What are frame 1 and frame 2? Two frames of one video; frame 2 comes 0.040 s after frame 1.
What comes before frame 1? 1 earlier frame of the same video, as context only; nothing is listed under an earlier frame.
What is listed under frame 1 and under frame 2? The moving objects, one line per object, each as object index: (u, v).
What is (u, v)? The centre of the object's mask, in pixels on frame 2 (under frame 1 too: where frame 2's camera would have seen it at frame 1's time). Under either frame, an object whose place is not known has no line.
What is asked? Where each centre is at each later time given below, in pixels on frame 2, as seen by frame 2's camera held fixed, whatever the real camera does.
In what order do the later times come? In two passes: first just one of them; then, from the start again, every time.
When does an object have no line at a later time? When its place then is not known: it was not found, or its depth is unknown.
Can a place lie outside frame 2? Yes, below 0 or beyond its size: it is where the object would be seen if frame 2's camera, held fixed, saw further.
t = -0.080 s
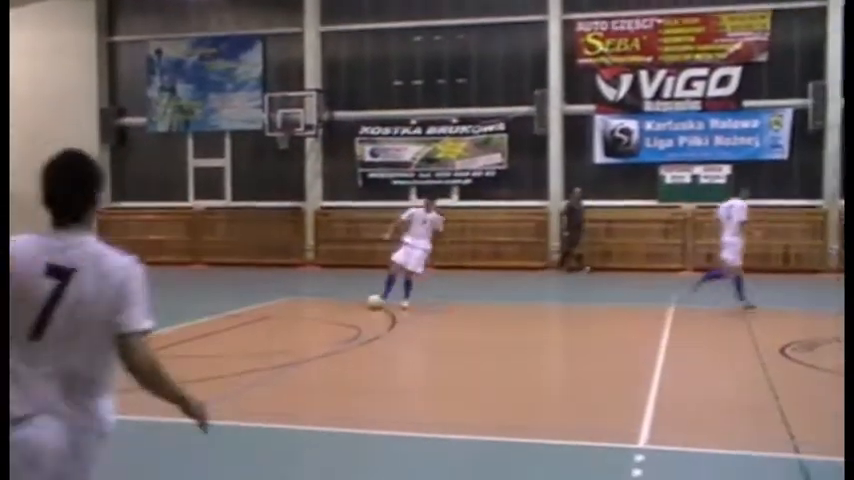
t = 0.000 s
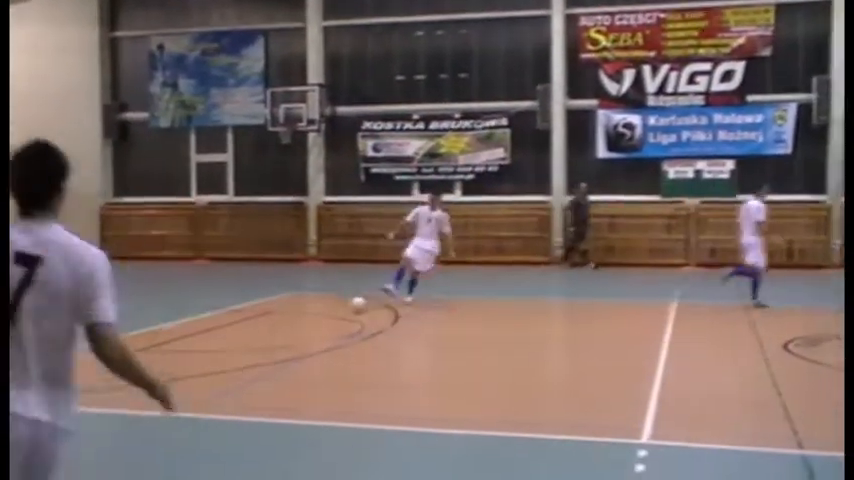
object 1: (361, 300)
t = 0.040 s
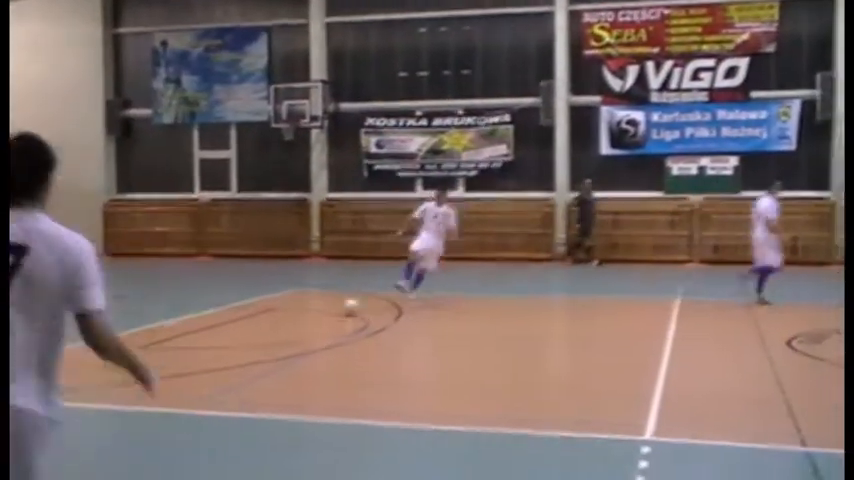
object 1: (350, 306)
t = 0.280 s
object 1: (272, 343)
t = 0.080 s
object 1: (339, 311)
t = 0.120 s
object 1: (328, 317)
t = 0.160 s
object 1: (316, 322)
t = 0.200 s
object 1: (302, 329)
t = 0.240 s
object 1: (289, 335)
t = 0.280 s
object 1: (272, 343)
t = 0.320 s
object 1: (259, 350)
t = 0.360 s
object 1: (242, 358)
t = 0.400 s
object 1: (225, 366)
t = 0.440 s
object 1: (207, 374)
